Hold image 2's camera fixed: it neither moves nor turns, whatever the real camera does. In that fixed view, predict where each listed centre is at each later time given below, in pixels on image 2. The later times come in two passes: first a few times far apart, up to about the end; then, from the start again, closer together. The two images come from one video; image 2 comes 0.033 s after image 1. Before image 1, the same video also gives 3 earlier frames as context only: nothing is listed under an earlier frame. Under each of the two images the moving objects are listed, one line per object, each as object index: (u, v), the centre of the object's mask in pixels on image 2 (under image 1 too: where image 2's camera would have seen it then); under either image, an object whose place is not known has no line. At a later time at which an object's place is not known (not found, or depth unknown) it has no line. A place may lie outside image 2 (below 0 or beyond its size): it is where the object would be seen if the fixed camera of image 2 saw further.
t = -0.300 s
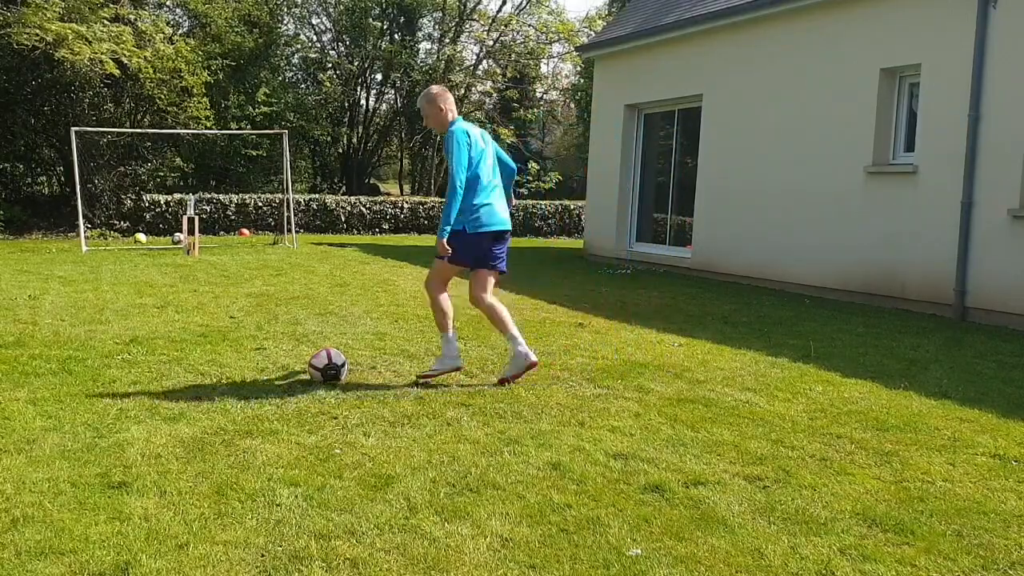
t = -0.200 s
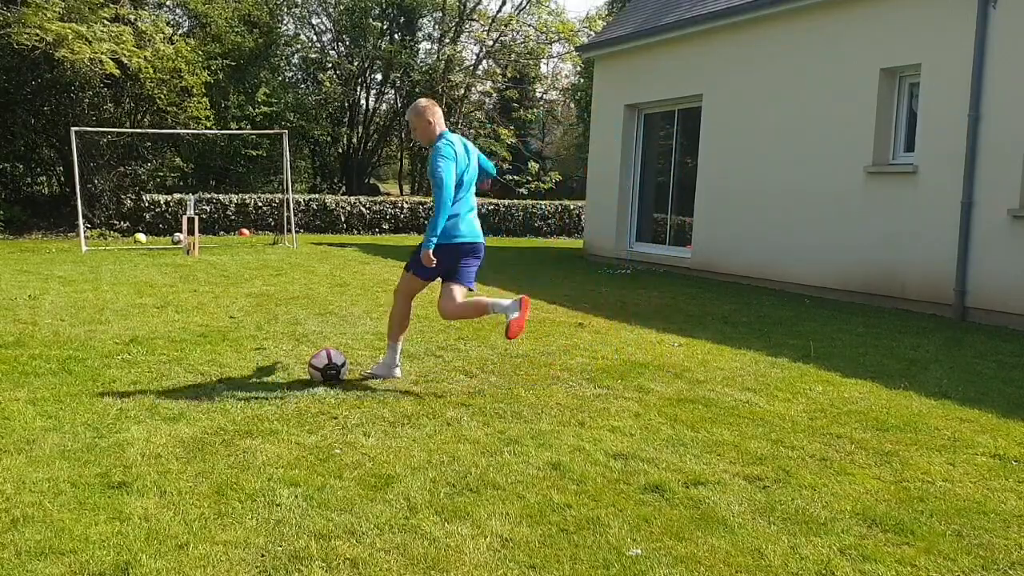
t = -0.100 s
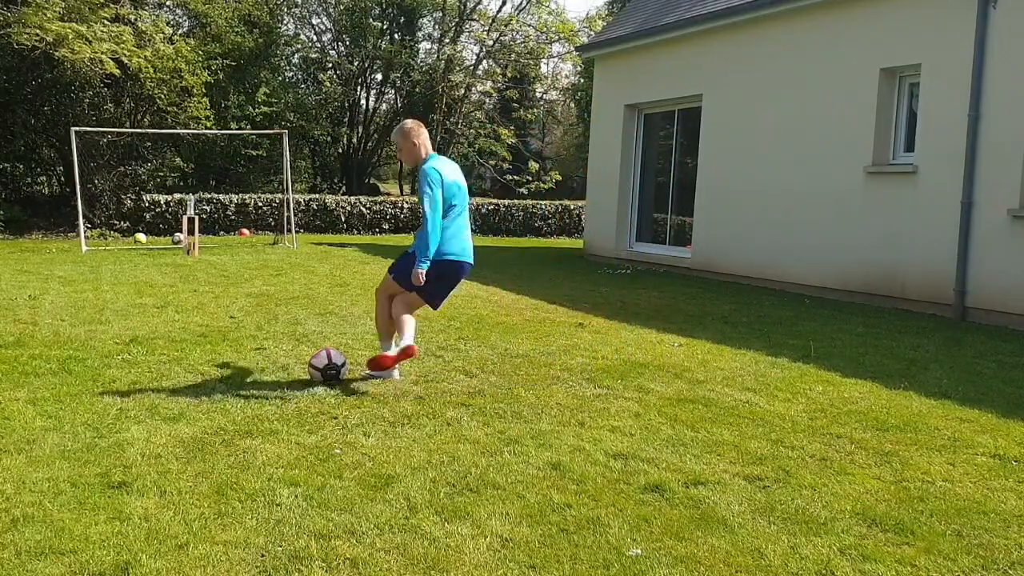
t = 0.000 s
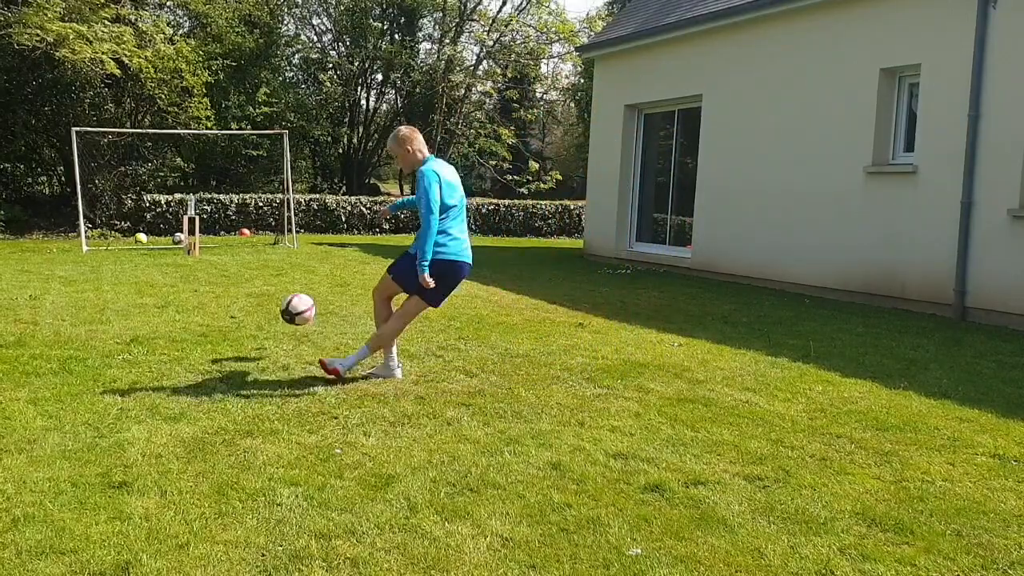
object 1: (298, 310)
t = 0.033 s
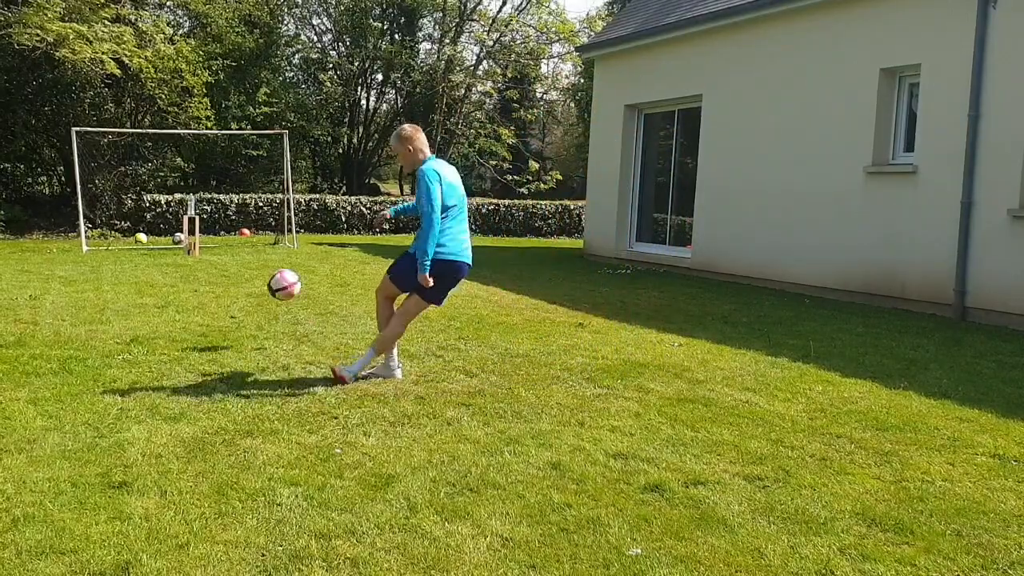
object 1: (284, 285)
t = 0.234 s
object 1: (230, 200)
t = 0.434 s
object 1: (203, 182)
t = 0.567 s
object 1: (192, 189)
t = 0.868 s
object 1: (171, 210)
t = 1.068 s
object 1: (158, 198)
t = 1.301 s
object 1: (148, 198)
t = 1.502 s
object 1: (142, 224)
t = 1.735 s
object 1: (135, 222)
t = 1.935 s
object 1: (131, 217)
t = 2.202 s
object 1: (122, 231)
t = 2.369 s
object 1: (117, 224)
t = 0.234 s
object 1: (230, 200)
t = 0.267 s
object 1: (224, 194)
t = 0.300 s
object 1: (218, 188)
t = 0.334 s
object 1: (214, 185)
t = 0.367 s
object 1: (209, 183)
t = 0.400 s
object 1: (206, 182)
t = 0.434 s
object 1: (203, 182)
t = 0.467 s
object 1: (200, 183)
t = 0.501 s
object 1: (197, 184)
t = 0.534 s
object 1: (194, 186)
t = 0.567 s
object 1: (192, 189)
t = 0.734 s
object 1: (181, 203)
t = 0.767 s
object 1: (179, 205)
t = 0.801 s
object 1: (176, 206)
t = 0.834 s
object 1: (174, 208)
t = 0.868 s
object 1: (171, 210)
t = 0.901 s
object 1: (166, 209)
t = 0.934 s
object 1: (163, 208)
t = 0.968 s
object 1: (161, 205)
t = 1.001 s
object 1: (160, 201)
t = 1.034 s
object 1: (159, 200)
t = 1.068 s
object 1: (158, 198)
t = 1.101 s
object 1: (156, 196)
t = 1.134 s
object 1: (154, 193)
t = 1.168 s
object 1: (154, 192)
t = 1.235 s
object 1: (152, 194)
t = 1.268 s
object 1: (151, 195)
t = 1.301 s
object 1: (148, 198)
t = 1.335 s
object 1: (147, 200)
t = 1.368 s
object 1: (146, 203)
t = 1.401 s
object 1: (145, 208)
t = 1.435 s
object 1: (144, 212)
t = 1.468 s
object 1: (143, 217)
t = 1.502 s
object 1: (142, 224)
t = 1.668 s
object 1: (137, 227)
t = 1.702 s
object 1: (136, 224)
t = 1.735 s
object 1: (135, 222)
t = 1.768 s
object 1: (135, 218)
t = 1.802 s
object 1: (134, 217)
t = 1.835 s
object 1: (133, 216)
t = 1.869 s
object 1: (133, 215)
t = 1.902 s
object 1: (131, 216)
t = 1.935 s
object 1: (131, 217)
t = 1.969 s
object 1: (130, 218)
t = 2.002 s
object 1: (129, 220)
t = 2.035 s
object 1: (128, 223)
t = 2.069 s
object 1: (127, 226)
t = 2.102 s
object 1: (126, 230)
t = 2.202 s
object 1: (122, 231)
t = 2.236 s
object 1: (122, 229)
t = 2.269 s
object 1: (120, 227)
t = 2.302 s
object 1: (119, 225)
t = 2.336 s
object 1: (118, 224)
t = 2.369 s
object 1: (117, 224)
